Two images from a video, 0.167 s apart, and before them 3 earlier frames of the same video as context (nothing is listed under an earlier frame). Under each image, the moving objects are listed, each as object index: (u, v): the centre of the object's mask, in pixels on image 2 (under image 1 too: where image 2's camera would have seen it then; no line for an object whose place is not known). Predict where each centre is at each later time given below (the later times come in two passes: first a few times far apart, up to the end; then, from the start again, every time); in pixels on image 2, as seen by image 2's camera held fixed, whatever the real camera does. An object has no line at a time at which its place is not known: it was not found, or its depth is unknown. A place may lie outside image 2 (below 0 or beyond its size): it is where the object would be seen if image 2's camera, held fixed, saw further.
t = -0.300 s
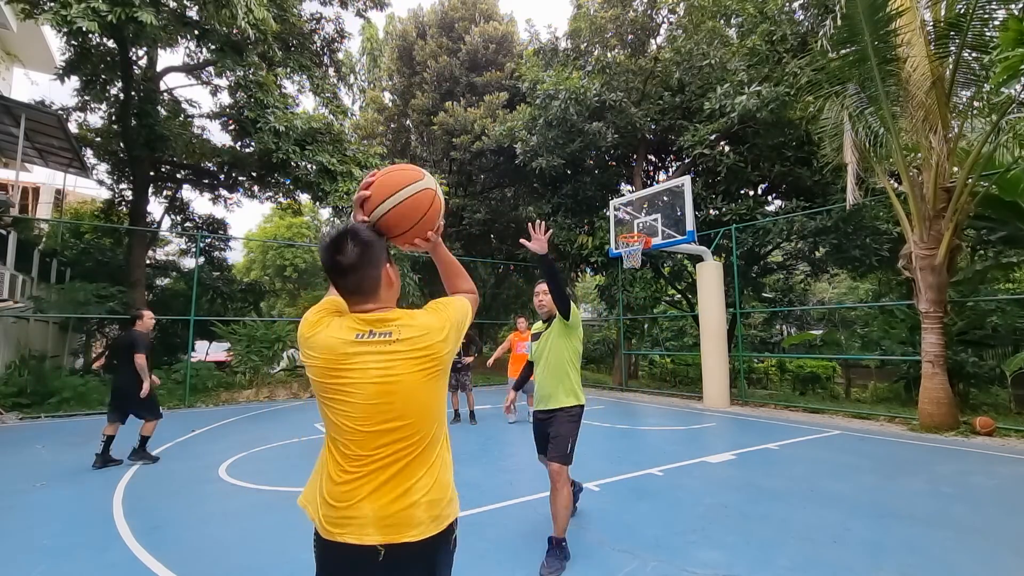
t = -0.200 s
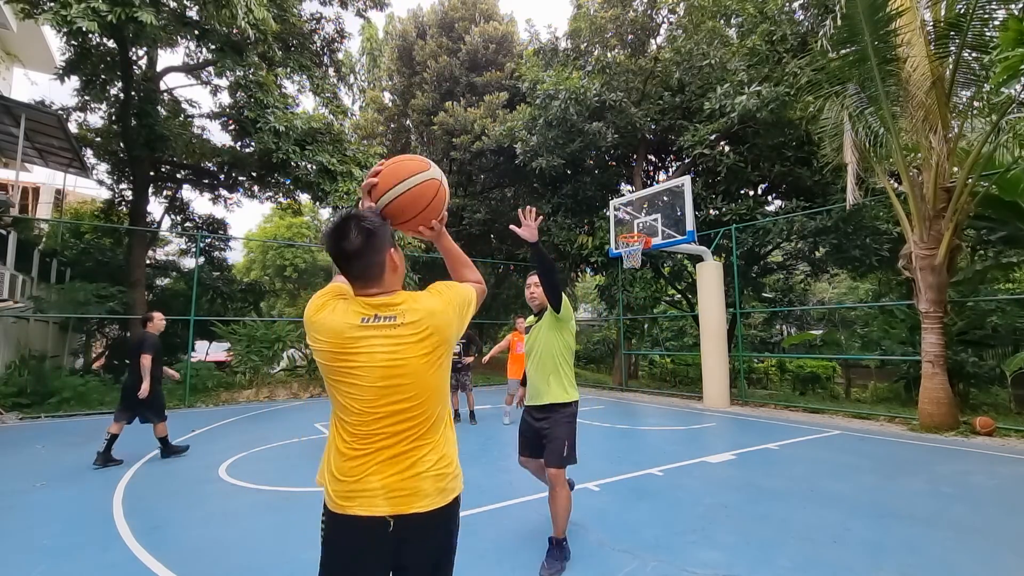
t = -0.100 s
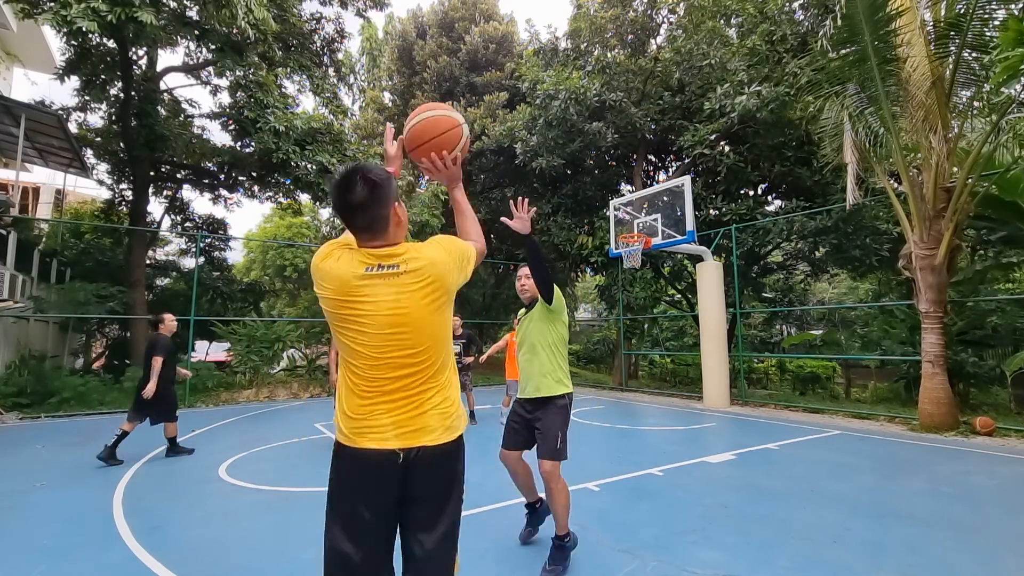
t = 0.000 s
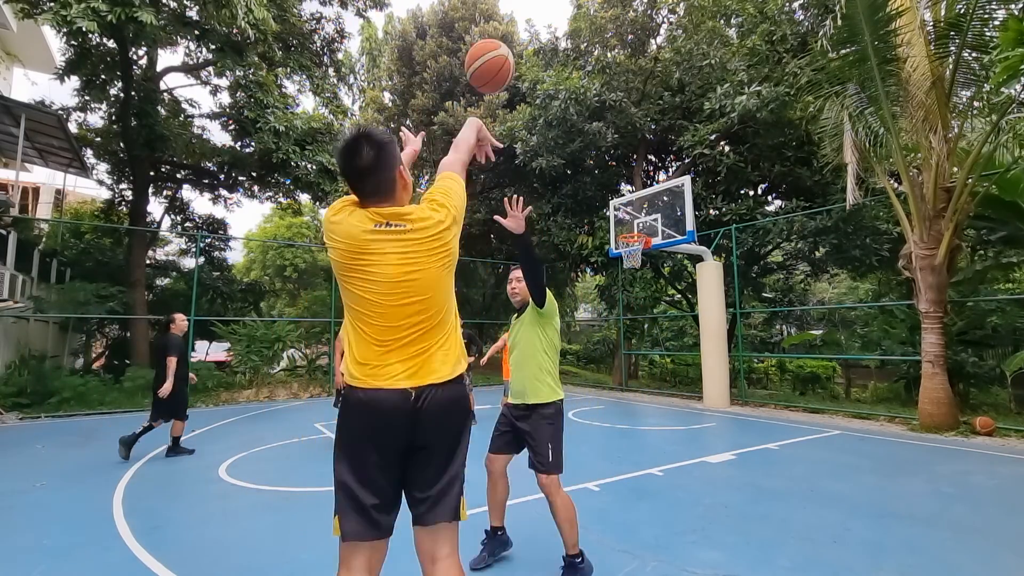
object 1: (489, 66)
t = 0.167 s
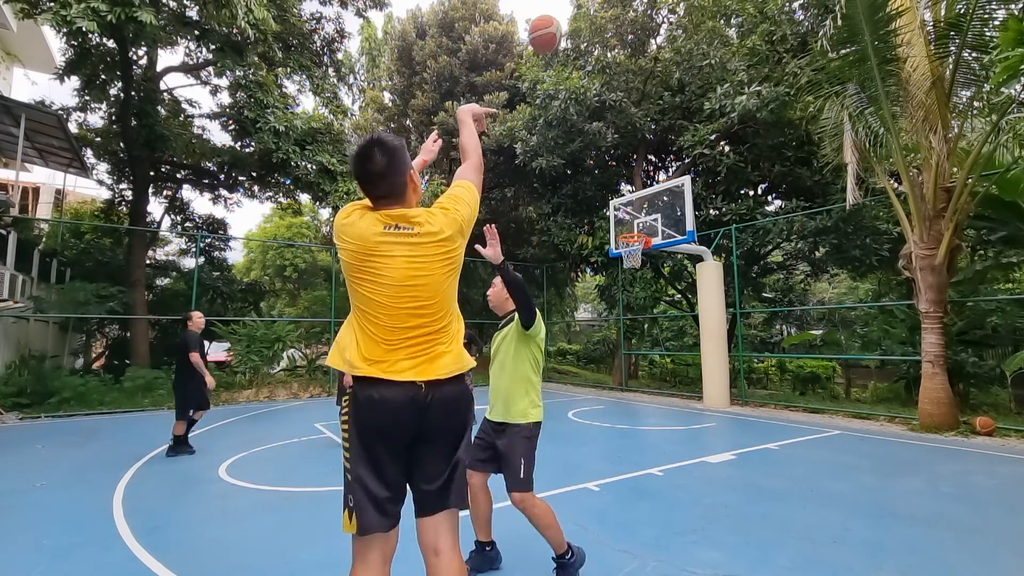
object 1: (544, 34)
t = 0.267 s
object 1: (564, 36)
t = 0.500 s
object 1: (595, 75)
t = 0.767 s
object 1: (615, 144)
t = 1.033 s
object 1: (629, 228)
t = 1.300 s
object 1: (622, 215)
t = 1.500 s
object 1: (611, 234)
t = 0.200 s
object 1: (551, 29)
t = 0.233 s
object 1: (558, 32)
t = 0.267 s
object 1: (564, 36)
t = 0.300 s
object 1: (570, 40)
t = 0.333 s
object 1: (575, 44)
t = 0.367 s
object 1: (579, 47)
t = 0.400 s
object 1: (583, 54)
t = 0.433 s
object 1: (588, 61)
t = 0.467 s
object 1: (591, 67)
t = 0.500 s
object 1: (595, 75)
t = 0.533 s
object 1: (597, 82)
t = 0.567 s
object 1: (600, 91)
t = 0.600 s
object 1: (603, 99)
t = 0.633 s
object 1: (606, 108)
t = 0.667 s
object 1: (608, 116)
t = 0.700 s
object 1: (611, 125)
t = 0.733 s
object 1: (613, 134)
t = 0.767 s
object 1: (615, 144)
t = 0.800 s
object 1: (617, 154)
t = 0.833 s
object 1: (619, 164)
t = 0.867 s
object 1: (621, 174)
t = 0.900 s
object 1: (623, 185)
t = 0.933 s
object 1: (625, 194)
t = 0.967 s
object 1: (626, 206)
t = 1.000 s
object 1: (628, 216)
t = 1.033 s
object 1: (629, 228)
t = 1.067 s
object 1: (629, 229)
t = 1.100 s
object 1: (628, 225)
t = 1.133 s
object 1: (627, 223)
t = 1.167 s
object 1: (626, 219)
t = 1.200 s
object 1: (625, 217)
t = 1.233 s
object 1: (624, 216)
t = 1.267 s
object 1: (622, 215)
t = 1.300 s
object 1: (622, 215)
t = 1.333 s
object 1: (620, 216)
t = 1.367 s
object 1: (619, 218)
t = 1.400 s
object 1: (618, 220)
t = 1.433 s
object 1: (615, 223)
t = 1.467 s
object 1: (613, 228)
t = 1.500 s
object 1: (611, 234)
